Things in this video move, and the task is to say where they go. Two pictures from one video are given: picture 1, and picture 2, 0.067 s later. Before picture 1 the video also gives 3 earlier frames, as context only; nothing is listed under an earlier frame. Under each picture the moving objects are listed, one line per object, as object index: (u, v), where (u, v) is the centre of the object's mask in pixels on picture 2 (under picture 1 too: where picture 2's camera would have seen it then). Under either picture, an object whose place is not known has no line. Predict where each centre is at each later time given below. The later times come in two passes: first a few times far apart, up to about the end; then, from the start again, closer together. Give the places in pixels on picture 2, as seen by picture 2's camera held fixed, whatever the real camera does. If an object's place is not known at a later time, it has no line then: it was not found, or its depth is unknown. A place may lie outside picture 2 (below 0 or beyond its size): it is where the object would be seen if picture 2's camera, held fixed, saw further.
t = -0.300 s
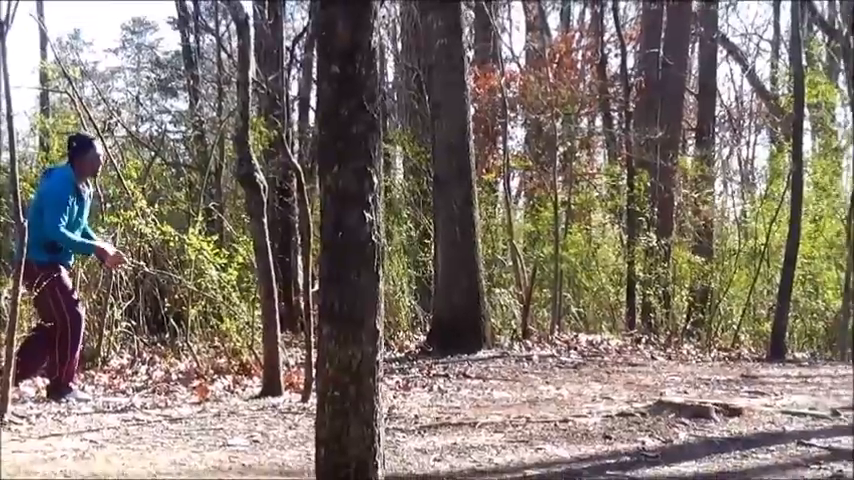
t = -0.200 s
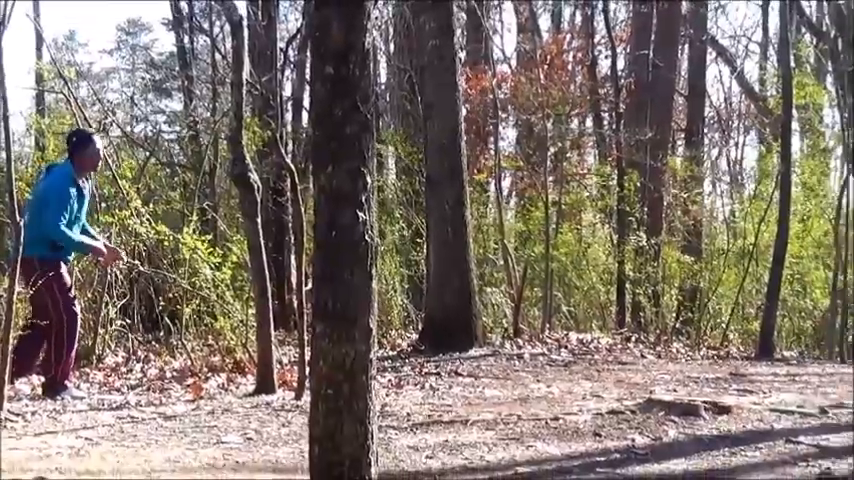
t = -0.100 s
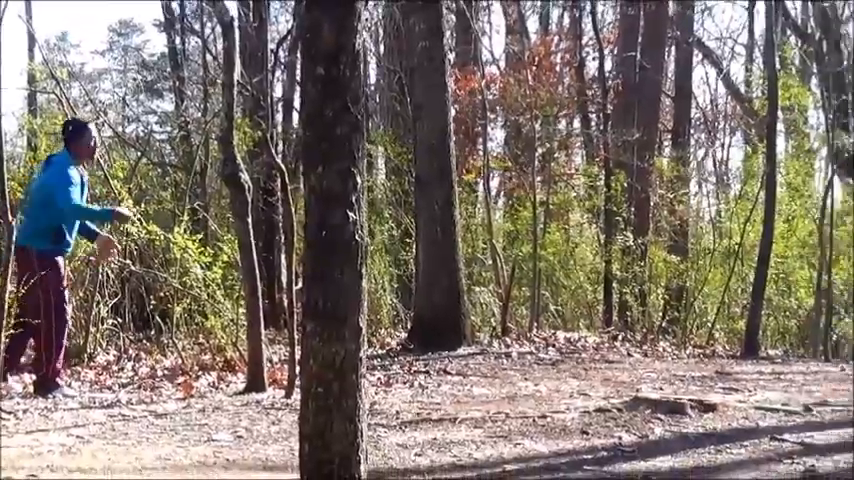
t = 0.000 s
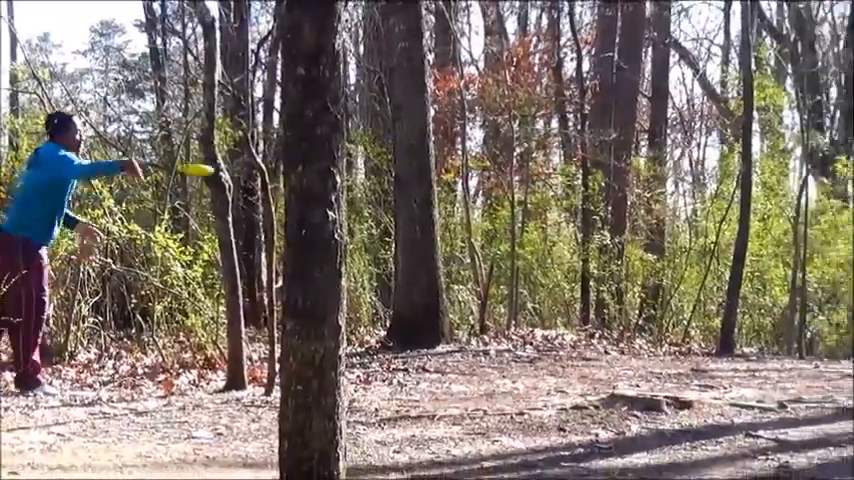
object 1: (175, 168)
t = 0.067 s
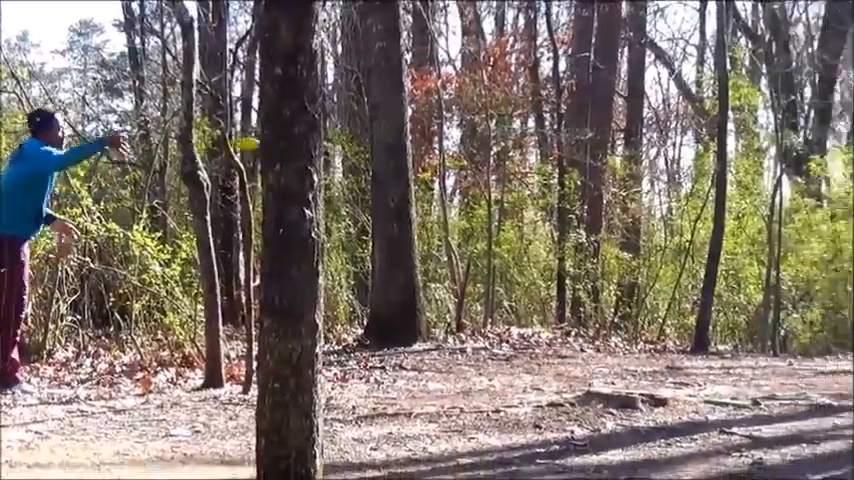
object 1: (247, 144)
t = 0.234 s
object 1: (445, 111)
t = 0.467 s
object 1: (789, 119)
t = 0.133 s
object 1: (330, 126)
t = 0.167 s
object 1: (361, 118)
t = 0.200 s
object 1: (400, 114)
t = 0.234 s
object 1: (445, 111)
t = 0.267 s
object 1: (486, 111)
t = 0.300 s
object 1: (532, 109)
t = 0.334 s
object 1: (580, 110)
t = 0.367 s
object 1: (626, 111)
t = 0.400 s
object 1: (679, 111)
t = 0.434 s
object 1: (730, 115)
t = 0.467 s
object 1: (789, 119)
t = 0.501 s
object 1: (844, 124)
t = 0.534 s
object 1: (910, 127)
